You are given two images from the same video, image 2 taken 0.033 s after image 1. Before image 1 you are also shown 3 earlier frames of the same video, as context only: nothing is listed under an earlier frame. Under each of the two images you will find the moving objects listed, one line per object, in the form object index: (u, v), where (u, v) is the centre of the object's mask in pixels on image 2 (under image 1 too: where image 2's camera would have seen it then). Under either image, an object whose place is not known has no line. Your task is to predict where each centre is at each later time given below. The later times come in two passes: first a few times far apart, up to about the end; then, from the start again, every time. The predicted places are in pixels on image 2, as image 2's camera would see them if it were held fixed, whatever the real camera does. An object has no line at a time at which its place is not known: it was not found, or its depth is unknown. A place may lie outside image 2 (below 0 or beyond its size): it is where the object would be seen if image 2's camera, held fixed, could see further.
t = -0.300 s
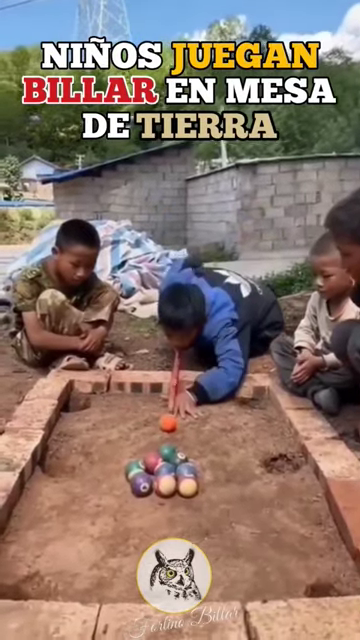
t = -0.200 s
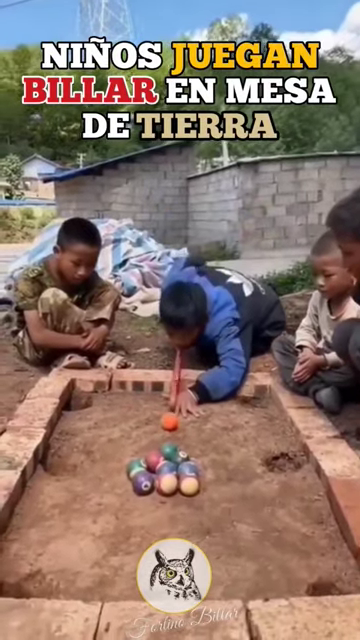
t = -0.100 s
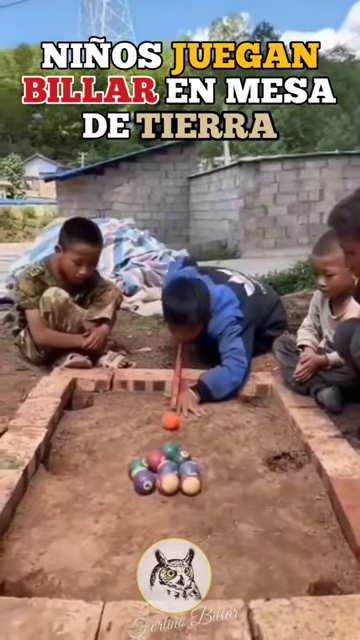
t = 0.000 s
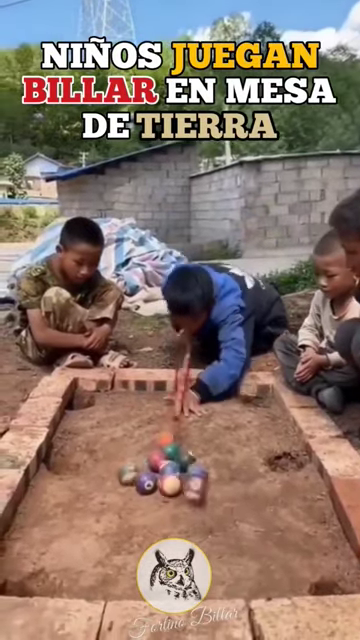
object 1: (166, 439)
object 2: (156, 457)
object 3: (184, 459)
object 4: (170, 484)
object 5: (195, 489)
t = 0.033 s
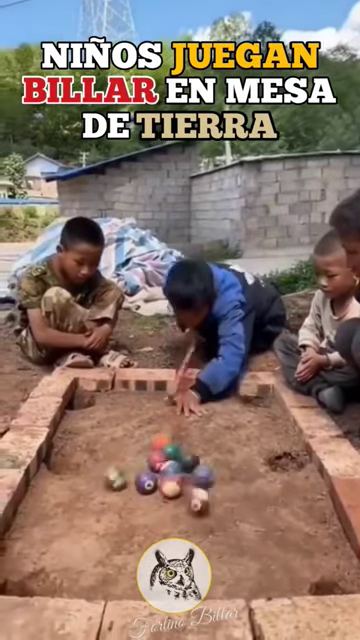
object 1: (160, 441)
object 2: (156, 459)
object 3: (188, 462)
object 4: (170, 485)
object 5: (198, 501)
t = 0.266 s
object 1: (144, 442)
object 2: (153, 461)
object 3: (204, 462)
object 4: (163, 499)
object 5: (224, 583)
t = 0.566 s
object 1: (129, 443)
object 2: (144, 461)
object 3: (207, 461)
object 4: (154, 505)
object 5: (242, 571)
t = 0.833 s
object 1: (129, 442)
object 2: (143, 465)
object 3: (208, 461)
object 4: (142, 502)
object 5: (250, 550)
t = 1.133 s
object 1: (138, 442)
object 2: (143, 465)
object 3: (206, 460)
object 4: (130, 492)
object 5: (250, 534)
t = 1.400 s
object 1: (143, 439)
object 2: (144, 464)
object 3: (207, 461)
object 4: (126, 491)
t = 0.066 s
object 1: (159, 441)
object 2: (157, 459)
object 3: (190, 461)
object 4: (171, 487)
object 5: (202, 519)
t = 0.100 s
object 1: (158, 441)
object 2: (156, 460)
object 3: (194, 462)
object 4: (171, 490)
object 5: (203, 530)
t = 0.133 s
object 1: (154, 442)
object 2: (156, 459)
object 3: (196, 462)
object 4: (170, 492)
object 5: (207, 539)
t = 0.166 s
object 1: (151, 442)
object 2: (155, 459)
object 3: (197, 462)
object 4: (169, 493)
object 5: (211, 550)
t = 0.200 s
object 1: (148, 442)
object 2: (155, 460)
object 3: (200, 462)
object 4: (168, 493)
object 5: (217, 563)
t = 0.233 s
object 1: (147, 442)
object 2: (154, 460)
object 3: (202, 462)
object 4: (165, 496)
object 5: (221, 578)
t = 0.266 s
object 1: (144, 442)
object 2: (153, 461)
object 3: (204, 462)
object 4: (163, 499)
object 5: (224, 583)
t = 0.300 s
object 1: (142, 441)
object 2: (150, 461)
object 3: (207, 463)
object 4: (164, 500)
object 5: (228, 591)
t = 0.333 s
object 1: (139, 441)
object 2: (150, 460)
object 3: (209, 462)
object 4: (163, 501)
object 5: (231, 588)
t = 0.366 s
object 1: (137, 441)
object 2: (149, 460)
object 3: (210, 461)
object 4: (162, 502)
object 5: (231, 583)
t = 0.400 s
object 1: (135, 441)
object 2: (147, 460)
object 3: (211, 461)
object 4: (161, 503)
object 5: (234, 581)
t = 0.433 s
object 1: (133, 441)
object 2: (145, 461)
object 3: (211, 461)
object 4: (161, 503)
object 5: (236, 580)
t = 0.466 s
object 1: (131, 441)
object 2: (144, 461)
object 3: (211, 461)
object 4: (159, 504)
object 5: (238, 578)
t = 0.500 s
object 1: (130, 442)
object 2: (144, 461)
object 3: (210, 461)
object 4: (157, 505)
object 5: (239, 575)
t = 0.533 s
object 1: (129, 442)
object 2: (144, 461)
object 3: (210, 461)
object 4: (156, 505)
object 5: (241, 574)
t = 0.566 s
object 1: (129, 443)
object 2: (144, 461)
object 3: (207, 461)
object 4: (154, 505)
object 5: (242, 571)
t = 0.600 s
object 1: (128, 443)
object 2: (143, 462)
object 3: (206, 460)
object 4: (152, 505)
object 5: (242, 568)
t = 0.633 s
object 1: (128, 443)
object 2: (142, 463)
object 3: (205, 460)
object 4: (150, 505)
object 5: (243, 565)
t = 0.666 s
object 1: (128, 443)
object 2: (143, 463)
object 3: (205, 460)
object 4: (149, 505)
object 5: (245, 562)
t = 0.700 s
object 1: (128, 443)
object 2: (143, 464)
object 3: (205, 460)
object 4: (148, 504)
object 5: (245, 560)
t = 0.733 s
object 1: (128, 443)
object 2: (143, 464)
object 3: (206, 460)
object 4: (146, 504)
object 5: (248, 557)
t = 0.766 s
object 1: (129, 442)
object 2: (143, 465)
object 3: (207, 460)
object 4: (145, 503)
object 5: (249, 555)
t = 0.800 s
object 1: (128, 443)
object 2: (143, 465)
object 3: (208, 461)
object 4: (144, 503)
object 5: (249, 552)
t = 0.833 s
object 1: (129, 442)
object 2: (143, 465)
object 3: (208, 461)
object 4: (142, 502)
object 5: (250, 550)
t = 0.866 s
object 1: (129, 442)
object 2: (143, 465)
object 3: (207, 462)
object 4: (140, 501)
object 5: (251, 549)
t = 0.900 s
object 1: (129, 442)
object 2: (143, 465)
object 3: (208, 462)
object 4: (139, 500)
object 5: (250, 546)
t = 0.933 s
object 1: (131, 442)
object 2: (143, 465)
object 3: (207, 462)
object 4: (136, 499)
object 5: (250, 544)
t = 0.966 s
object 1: (133, 441)
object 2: (143, 465)
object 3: (207, 462)
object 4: (135, 497)
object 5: (249, 542)
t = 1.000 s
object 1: (133, 442)
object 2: (143, 465)
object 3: (207, 462)
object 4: (133, 496)
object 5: (248, 540)
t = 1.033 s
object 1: (134, 441)
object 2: (143, 465)
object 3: (207, 462)
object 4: (132, 495)
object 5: (249, 539)
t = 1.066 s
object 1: (135, 442)
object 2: (143, 465)
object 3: (207, 461)
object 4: (131, 493)
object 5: (249, 537)
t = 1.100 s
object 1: (137, 442)
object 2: (144, 465)
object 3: (206, 460)
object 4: (131, 492)
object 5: (250, 535)
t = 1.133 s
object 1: (138, 442)
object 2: (143, 465)
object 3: (206, 460)
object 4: (130, 492)
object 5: (250, 534)
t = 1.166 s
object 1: (141, 440)
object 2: (144, 465)
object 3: (207, 461)
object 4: (129, 491)
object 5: (252, 533)
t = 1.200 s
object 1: (141, 440)
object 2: (143, 464)
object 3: (207, 461)
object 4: (128, 492)
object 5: (252, 531)
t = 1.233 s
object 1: (141, 439)
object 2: (143, 464)
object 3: (207, 461)
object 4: (127, 491)
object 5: (255, 530)
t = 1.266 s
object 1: (142, 439)
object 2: (143, 465)
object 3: (207, 461)
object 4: (126, 492)
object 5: (255, 529)
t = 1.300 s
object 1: (142, 439)
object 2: (143, 465)
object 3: (206, 460)
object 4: (126, 492)
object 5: (257, 528)
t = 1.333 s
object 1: (142, 439)
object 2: (144, 465)
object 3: (207, 461)
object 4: (126, 492)
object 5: (260, 528)
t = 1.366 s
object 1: (142, 439)
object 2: (144, 464)
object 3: (207, 461)
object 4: (126, 492)
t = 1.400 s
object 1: (143, 439)
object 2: (144, 464)
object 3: (207, 461)
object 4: (126, 491)
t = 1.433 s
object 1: (143, 439)
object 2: (143, 465)
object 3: (207, 461)
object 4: (126, 492)
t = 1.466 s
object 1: (143, 439)
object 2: (143, 465)
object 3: (207, 461)
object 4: (126, 492)
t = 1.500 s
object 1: (143, 439)
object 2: (144, 465)
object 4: (127, 492)
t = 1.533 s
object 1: (143, 438)
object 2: (144, 465)
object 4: (127, 492)
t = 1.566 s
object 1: (143, 439)
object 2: (144, 465)
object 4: (127, 492)
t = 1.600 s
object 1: (143, 438)
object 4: (127, 492)
